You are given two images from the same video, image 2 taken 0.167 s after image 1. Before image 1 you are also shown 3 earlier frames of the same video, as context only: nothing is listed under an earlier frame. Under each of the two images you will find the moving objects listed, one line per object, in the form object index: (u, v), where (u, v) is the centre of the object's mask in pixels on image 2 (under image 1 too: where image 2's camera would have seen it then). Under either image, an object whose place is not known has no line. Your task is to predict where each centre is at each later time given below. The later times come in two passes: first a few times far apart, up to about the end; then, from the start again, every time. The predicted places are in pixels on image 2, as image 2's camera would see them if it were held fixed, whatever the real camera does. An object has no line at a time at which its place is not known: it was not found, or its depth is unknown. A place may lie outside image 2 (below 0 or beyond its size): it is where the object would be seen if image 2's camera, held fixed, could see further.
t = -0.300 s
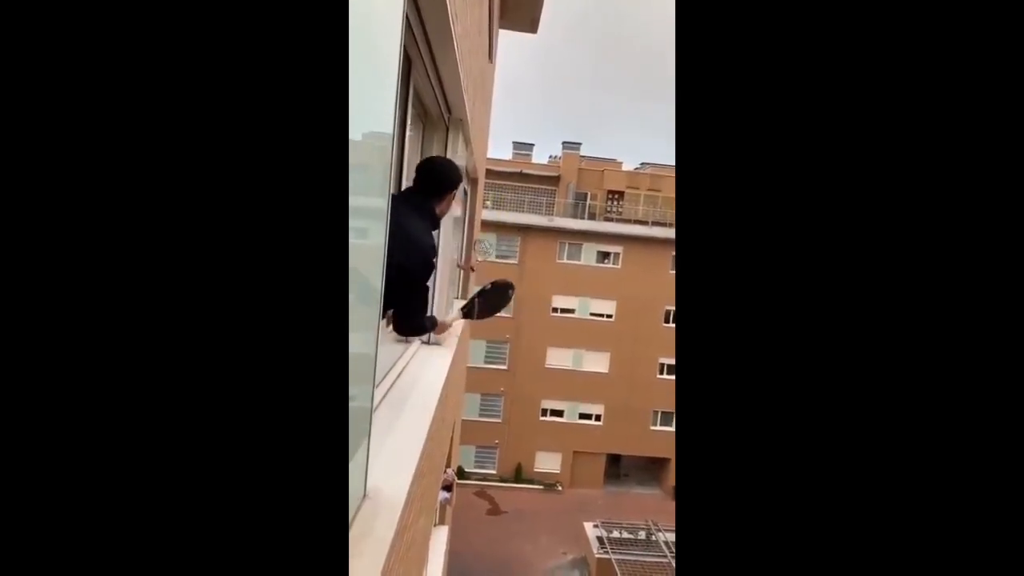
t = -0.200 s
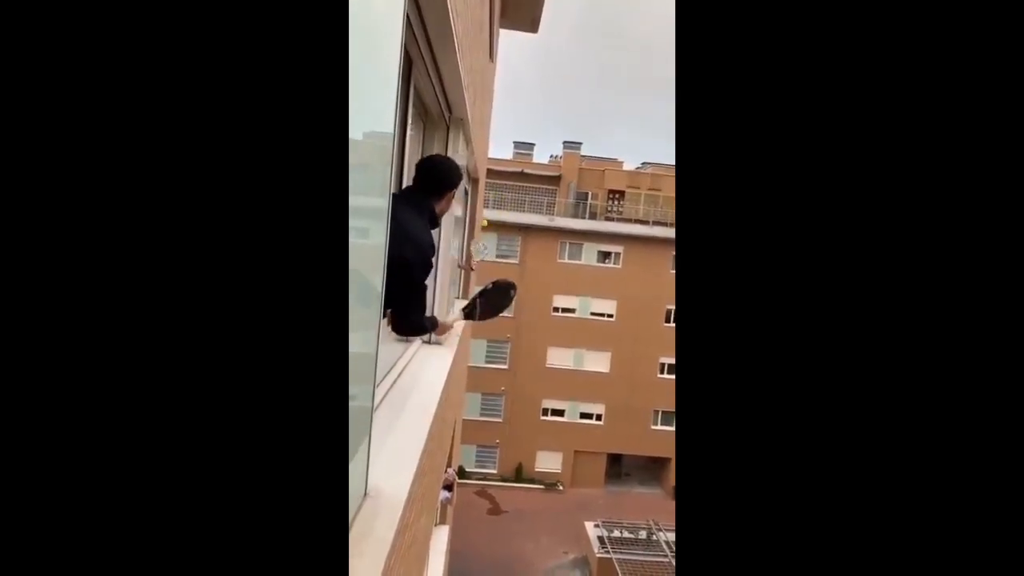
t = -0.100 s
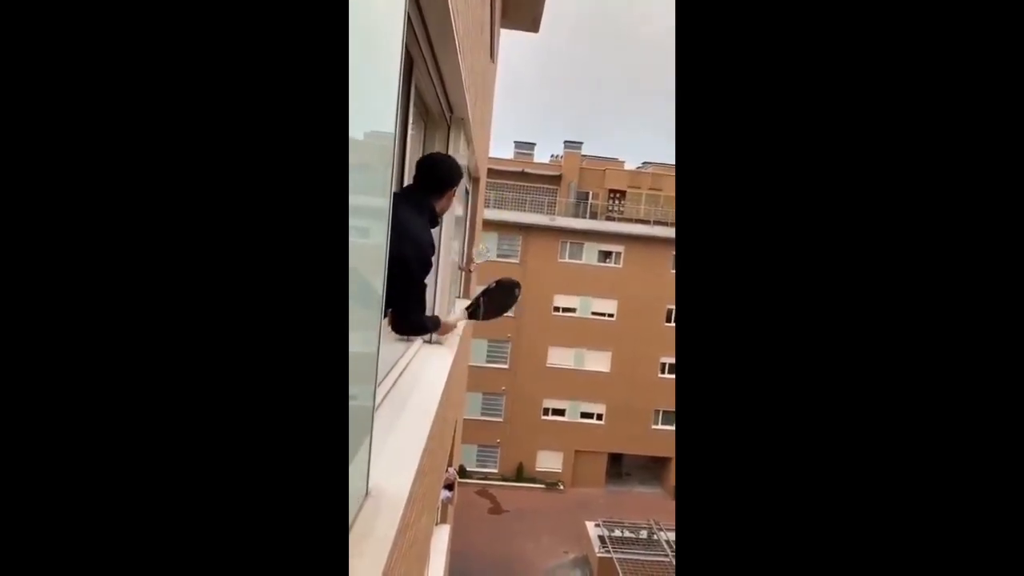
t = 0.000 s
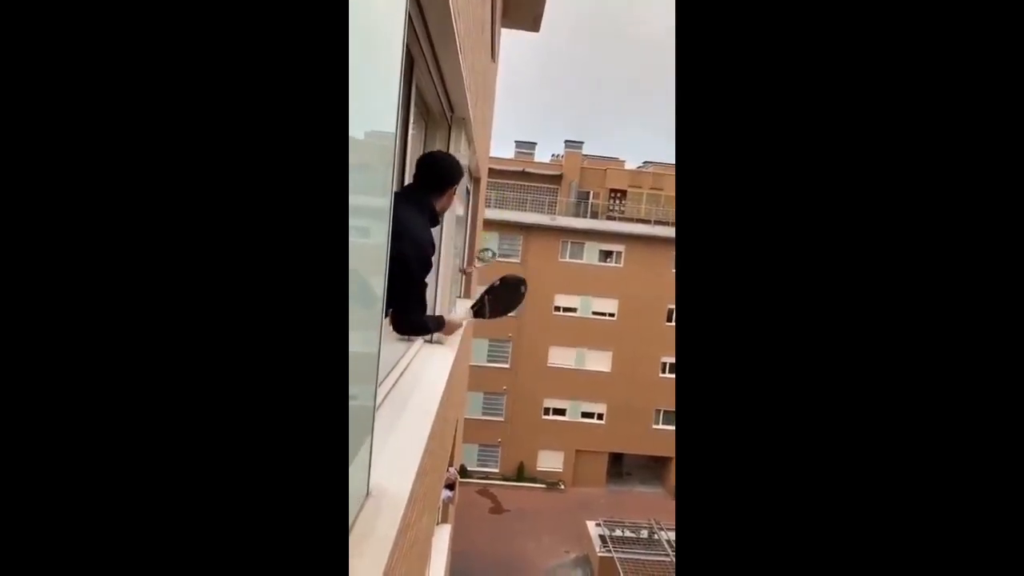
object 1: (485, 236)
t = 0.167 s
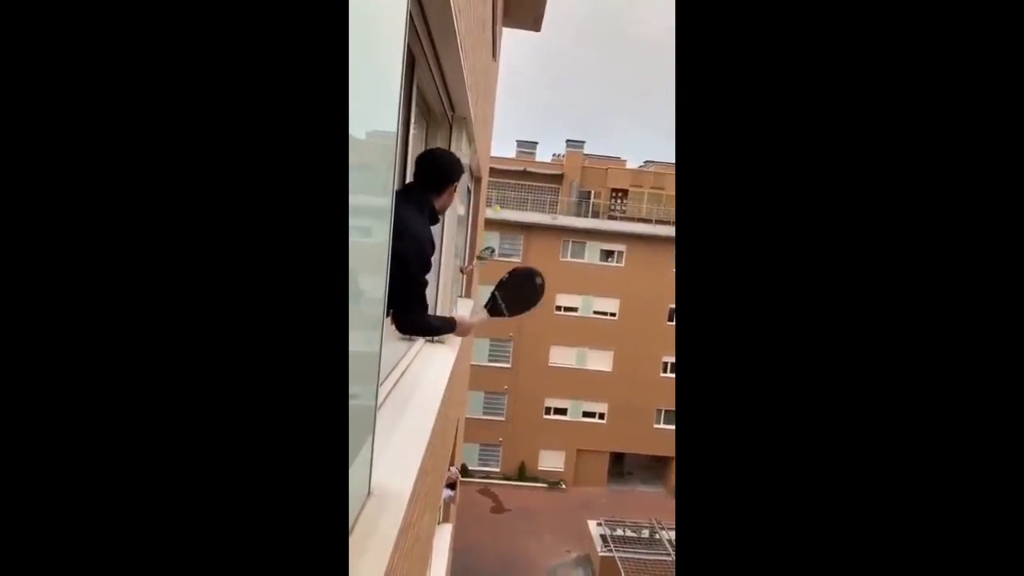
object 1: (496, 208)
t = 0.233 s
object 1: (501, 203)
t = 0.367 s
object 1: (512, 207)
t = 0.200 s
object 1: (498, 205)
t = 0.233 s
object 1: (501, 203)
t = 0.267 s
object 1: (503, 202)
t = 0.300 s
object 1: (506, 202)
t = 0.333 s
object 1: (509, 204)
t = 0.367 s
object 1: (512, 207)
